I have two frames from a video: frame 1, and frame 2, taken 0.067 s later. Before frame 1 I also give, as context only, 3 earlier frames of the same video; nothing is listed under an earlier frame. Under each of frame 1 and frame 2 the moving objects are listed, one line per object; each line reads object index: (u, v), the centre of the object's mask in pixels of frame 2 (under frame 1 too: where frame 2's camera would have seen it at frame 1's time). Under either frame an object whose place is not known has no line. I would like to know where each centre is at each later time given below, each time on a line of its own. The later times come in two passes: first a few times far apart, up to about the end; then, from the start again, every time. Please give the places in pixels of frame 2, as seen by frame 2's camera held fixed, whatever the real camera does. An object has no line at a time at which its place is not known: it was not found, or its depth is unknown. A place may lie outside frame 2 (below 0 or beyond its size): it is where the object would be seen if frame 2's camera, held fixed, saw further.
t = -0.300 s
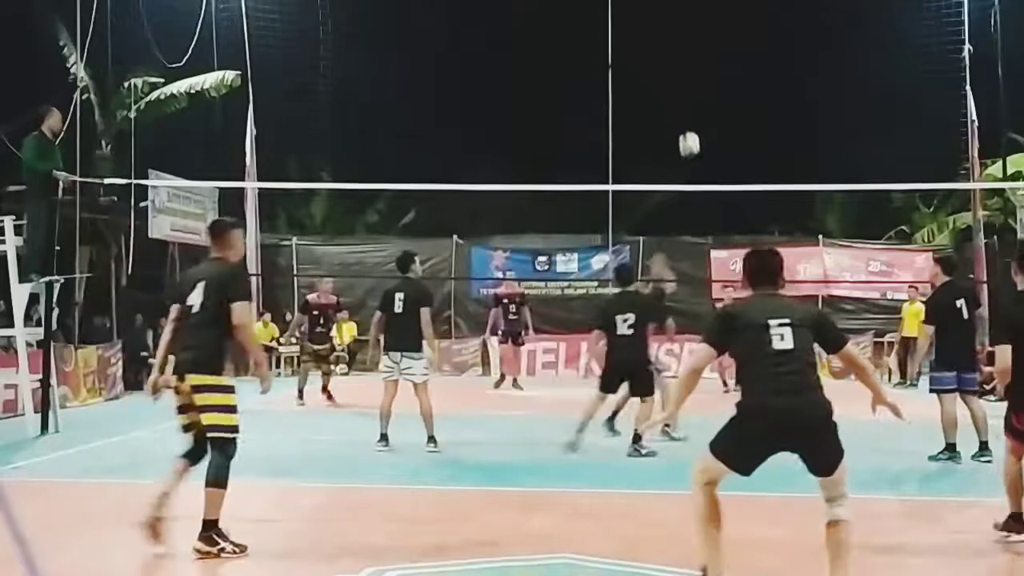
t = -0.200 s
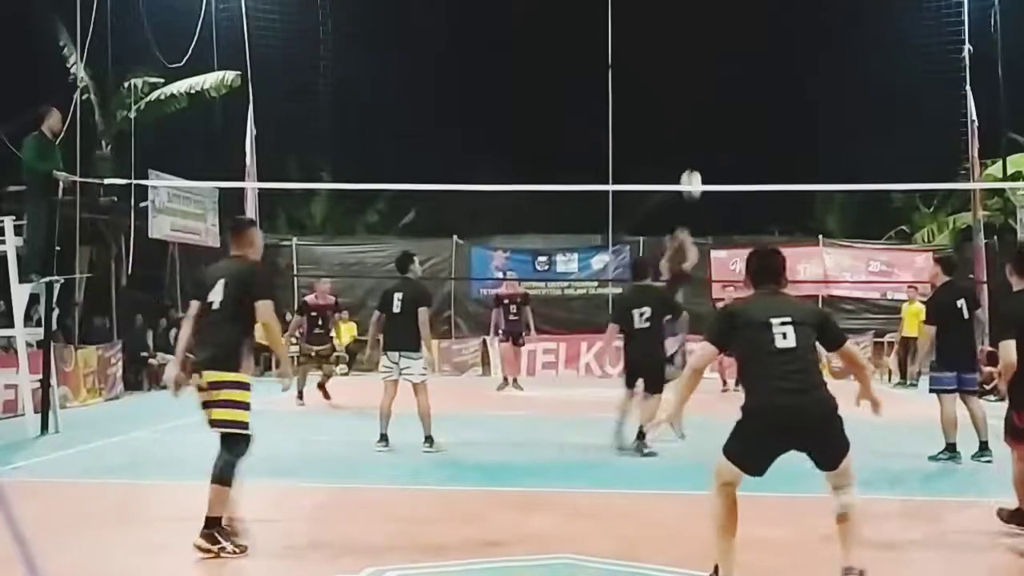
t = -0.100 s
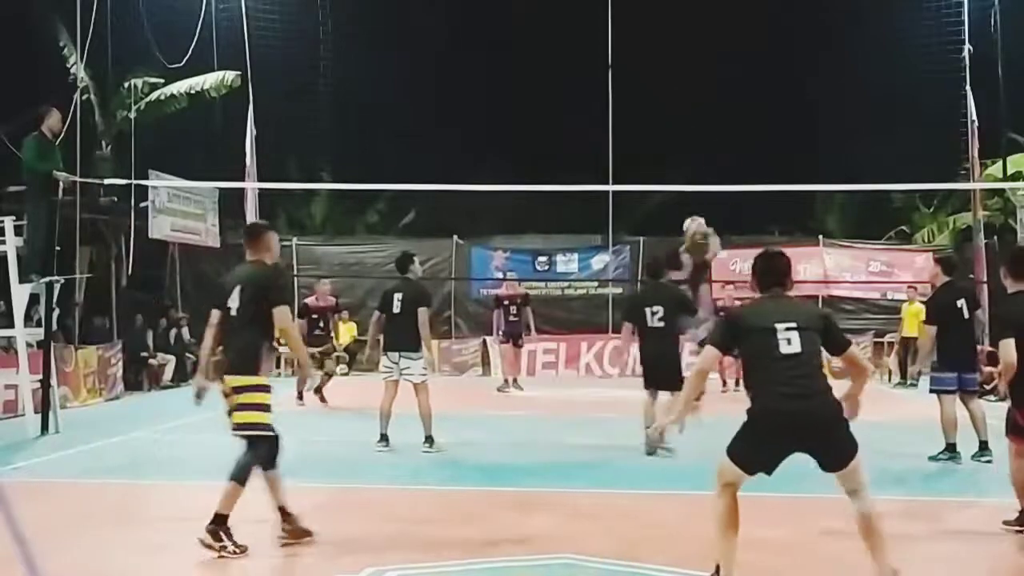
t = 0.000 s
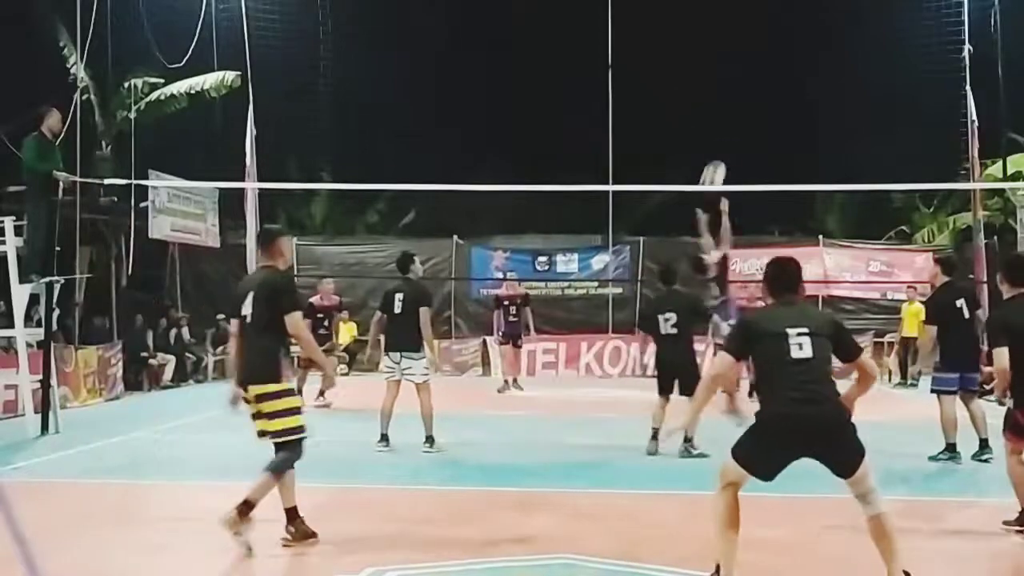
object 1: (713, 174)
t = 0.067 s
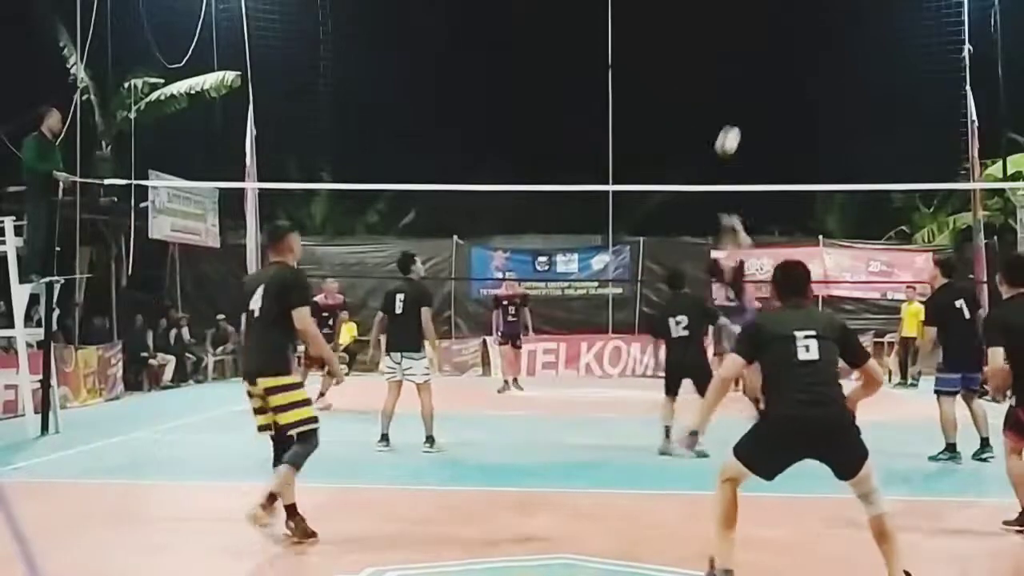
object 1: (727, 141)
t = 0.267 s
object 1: (770, 62)
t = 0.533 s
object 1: (825, 17)
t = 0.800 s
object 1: (877, 39)
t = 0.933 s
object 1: (902, 77)
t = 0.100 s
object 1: (734, 124)
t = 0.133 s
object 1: (742, 111)
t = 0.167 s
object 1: (748, 97)
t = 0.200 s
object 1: (756, 84)
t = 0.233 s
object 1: (763, 72)
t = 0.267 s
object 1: (770, 62)
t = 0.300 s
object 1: (777, 52)
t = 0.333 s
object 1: (784, 44)
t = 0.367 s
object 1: (791, 37)
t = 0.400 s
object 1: (797, 31)
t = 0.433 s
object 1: (804, 26)
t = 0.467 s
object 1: (811, 22)
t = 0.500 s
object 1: (818, 19)
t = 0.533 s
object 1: (825, 17)
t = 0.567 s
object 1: (831, 16)
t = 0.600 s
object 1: (838, 16)
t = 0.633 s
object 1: (844, 17)
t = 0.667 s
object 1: (851, 20)
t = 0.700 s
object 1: (857, 23)
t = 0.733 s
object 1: (864, 27)
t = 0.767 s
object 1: (870, 33)
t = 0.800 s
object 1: (877, 39)
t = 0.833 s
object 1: (883, 47)
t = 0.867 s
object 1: (889, 56)
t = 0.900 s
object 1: (896, 66)
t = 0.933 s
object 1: (902, 77)
